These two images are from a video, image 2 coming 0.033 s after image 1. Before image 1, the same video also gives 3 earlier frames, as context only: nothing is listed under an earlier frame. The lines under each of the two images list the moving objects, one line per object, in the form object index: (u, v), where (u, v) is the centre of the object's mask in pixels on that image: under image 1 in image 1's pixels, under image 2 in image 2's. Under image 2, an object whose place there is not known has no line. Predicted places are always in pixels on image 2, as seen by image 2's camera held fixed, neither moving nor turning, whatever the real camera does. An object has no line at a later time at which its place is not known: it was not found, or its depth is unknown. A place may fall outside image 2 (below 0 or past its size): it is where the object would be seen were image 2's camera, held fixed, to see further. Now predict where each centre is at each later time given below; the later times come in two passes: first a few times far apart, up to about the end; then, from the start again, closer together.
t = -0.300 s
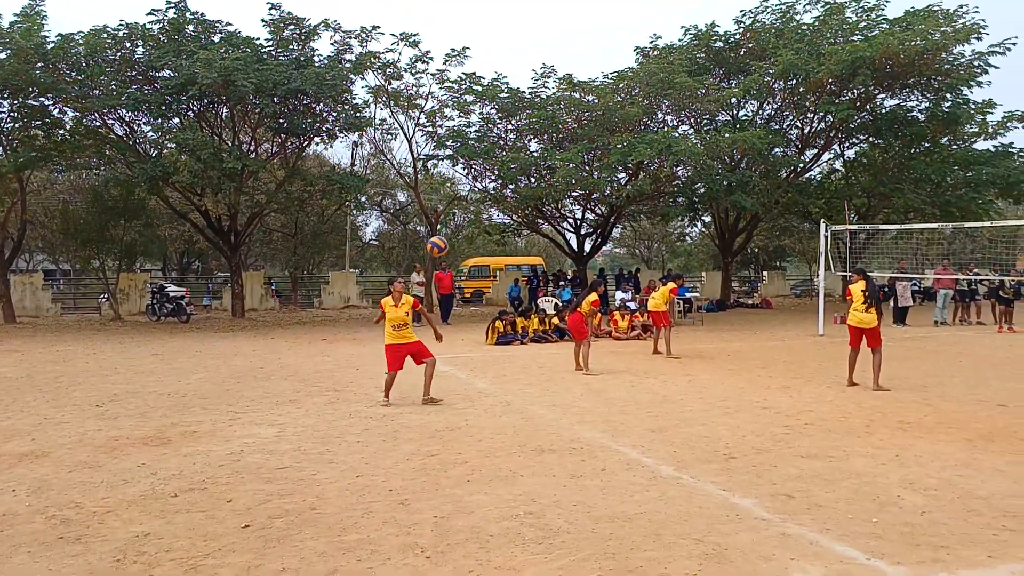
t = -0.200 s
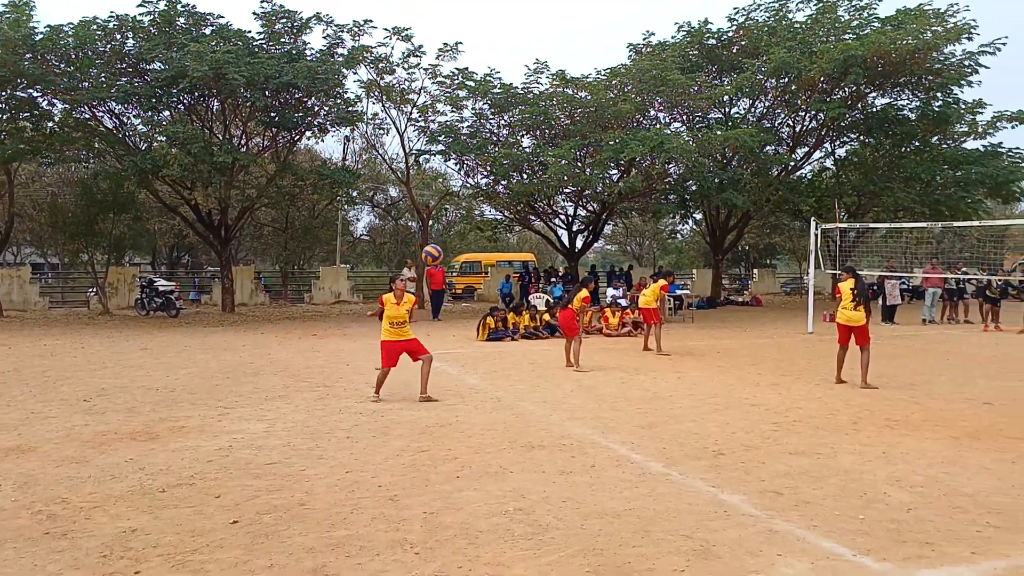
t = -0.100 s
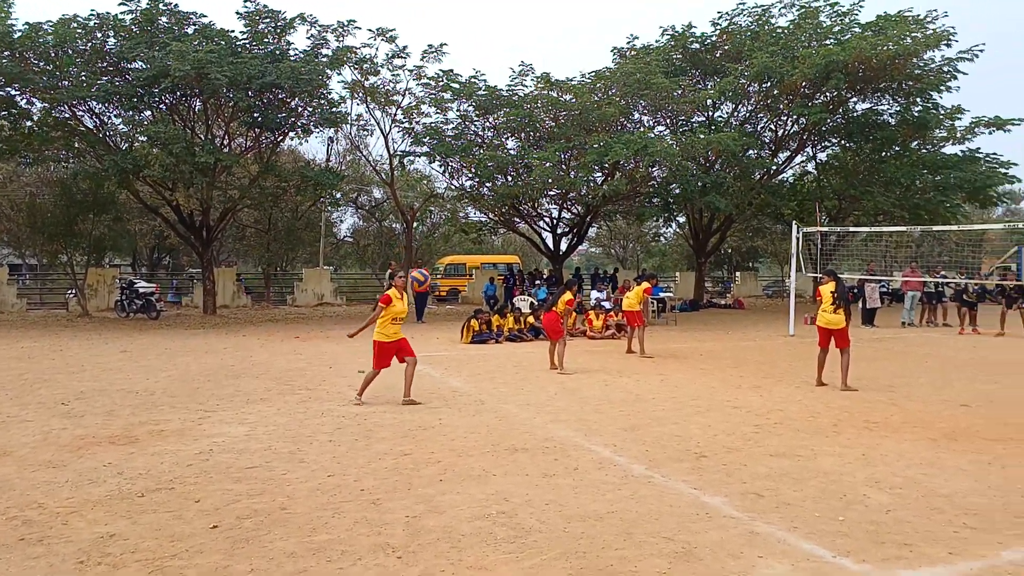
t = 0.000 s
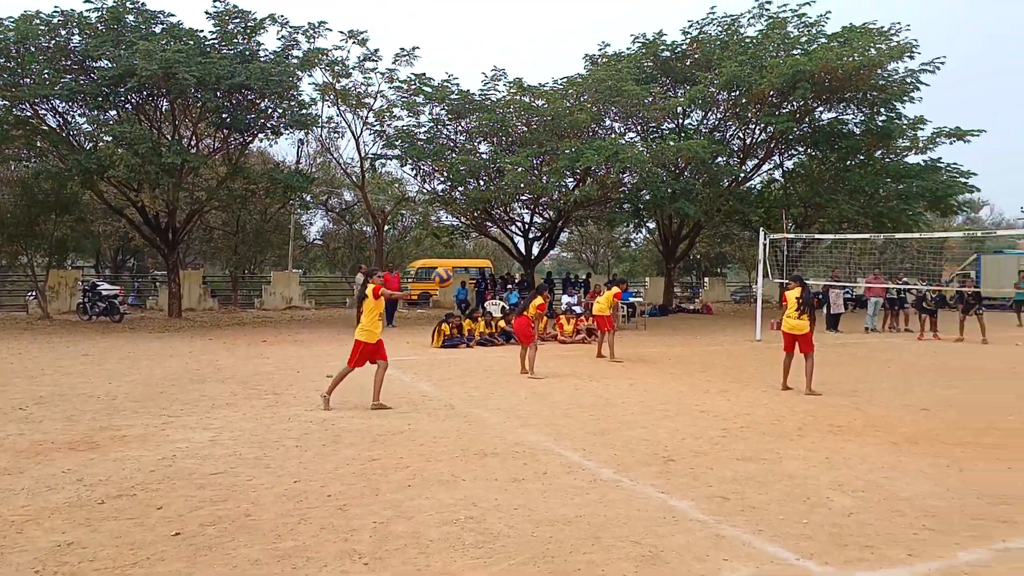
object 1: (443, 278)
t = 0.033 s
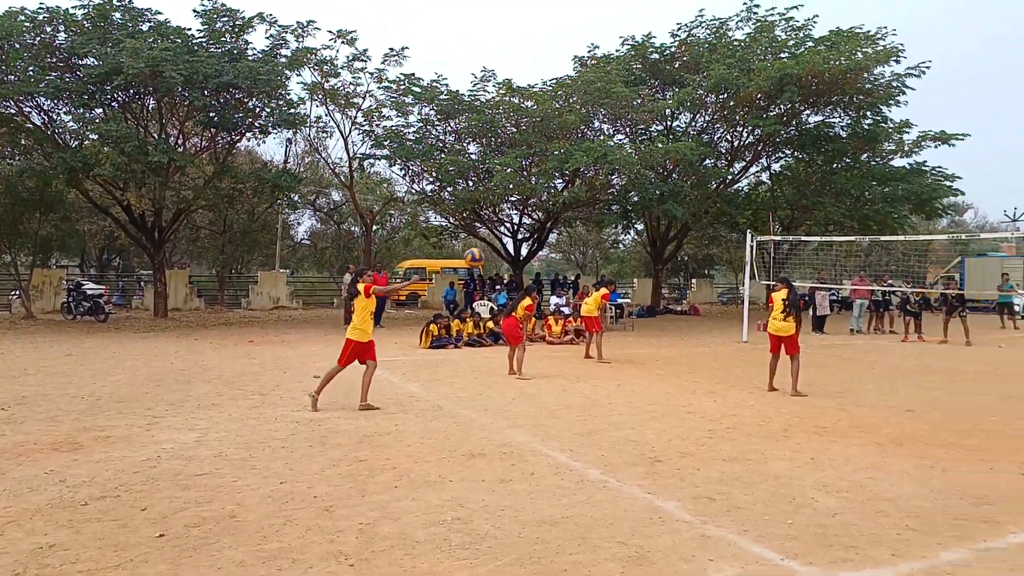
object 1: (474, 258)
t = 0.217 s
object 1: (677, 178)
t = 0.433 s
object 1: (854, 146)
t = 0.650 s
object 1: (980, 161)
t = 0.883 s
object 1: (1081, 206)
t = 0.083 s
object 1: (535, 231)
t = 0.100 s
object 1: (555, 222)
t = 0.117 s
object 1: (573, 215)
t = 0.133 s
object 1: (592, 208)
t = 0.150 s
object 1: (610, 201)
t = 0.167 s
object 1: (628, 194)
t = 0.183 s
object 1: (644, 188)
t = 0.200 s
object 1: (661, 183)
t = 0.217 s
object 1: (677, 178)
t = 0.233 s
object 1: (693, 173)
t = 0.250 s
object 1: (709, 169)
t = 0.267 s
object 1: (724, 165)
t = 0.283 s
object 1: (738, 162)
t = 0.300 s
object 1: (753, 159)
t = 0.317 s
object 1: (767, 156)
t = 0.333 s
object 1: (781, 154)
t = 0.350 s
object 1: (793, 152)
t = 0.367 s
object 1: (806, 150)
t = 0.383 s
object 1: (819, 149)
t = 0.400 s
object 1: (830, 148)
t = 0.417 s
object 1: (842, 147)
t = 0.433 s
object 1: (854, 146)
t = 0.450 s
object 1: (865, 146)
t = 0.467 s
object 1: (876, 146)
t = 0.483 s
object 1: (887, 147)
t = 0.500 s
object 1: (897, 147)
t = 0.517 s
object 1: (907, 149)
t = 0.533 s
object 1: (917, 150)
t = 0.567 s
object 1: (936, 152)
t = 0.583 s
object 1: (945, 153)
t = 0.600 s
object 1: (954, 155)
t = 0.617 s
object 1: (963, 157)
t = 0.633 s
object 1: (972, 159)
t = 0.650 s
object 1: (980, 161)
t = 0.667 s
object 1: (989, 163)
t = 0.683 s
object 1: (997, 166)
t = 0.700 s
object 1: (1005, 168)
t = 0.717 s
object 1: (1012, 171)
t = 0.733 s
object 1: (1020, 174)
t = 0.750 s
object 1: (1027, 177)
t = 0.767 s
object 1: (1034, 180)
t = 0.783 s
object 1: (1041, 184)
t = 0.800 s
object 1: (1048, 187)
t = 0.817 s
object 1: (1055, 190)
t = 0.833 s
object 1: (1062, 194)
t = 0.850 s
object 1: (1069, 198)
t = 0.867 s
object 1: (1075, 202)
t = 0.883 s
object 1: (1081, 206)
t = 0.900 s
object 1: (1088, 210)
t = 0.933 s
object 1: (1100, 218)
